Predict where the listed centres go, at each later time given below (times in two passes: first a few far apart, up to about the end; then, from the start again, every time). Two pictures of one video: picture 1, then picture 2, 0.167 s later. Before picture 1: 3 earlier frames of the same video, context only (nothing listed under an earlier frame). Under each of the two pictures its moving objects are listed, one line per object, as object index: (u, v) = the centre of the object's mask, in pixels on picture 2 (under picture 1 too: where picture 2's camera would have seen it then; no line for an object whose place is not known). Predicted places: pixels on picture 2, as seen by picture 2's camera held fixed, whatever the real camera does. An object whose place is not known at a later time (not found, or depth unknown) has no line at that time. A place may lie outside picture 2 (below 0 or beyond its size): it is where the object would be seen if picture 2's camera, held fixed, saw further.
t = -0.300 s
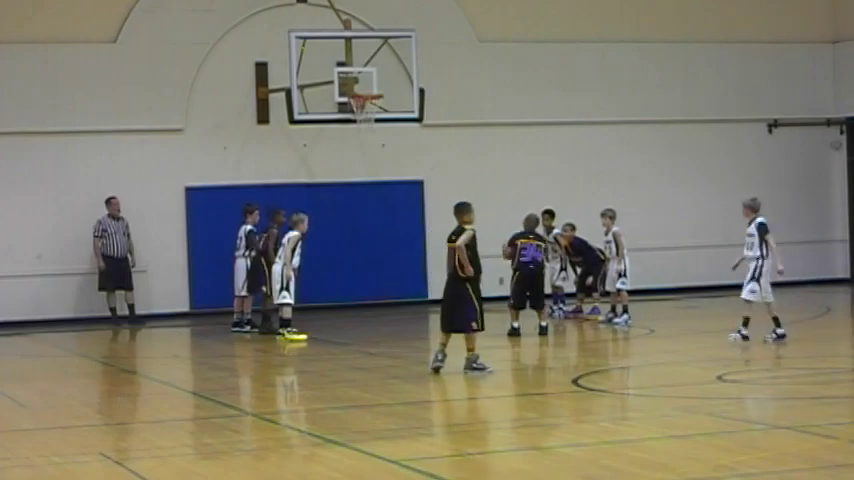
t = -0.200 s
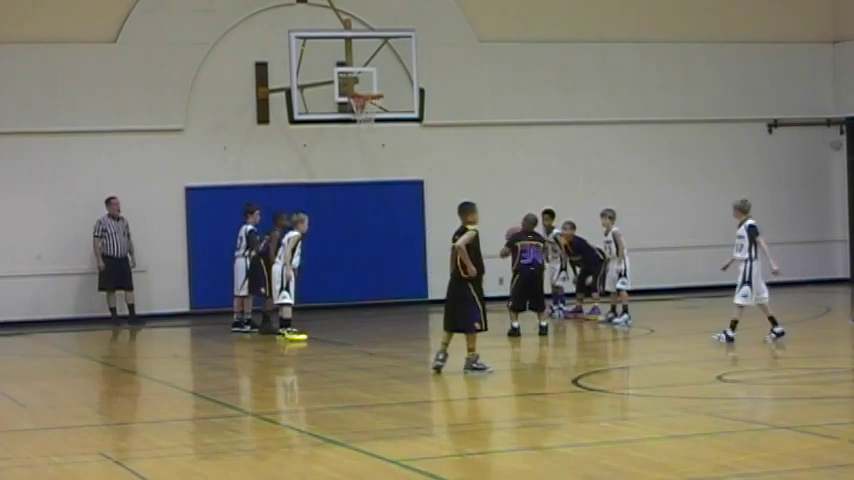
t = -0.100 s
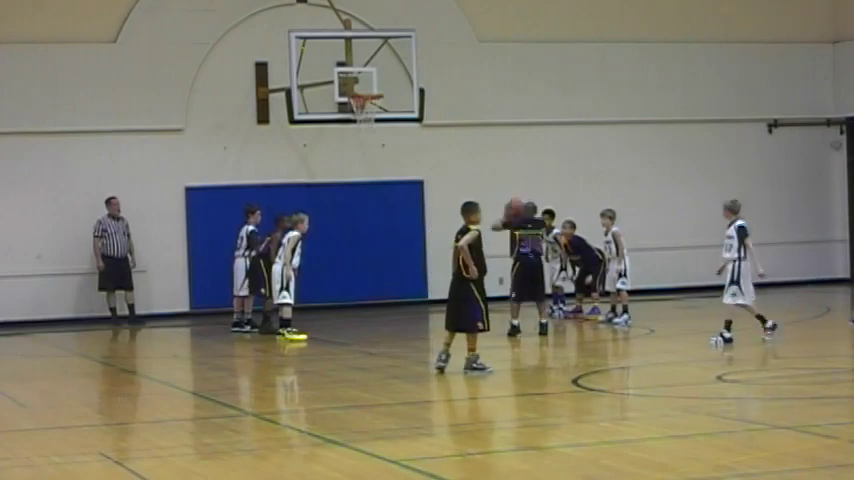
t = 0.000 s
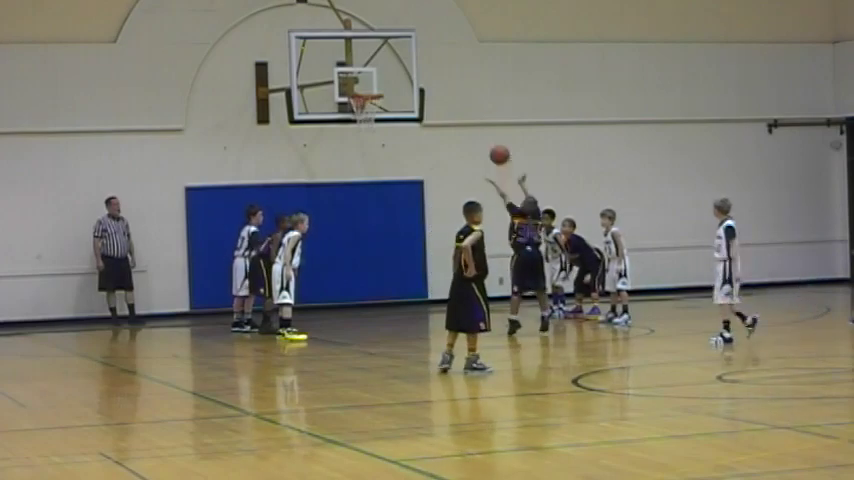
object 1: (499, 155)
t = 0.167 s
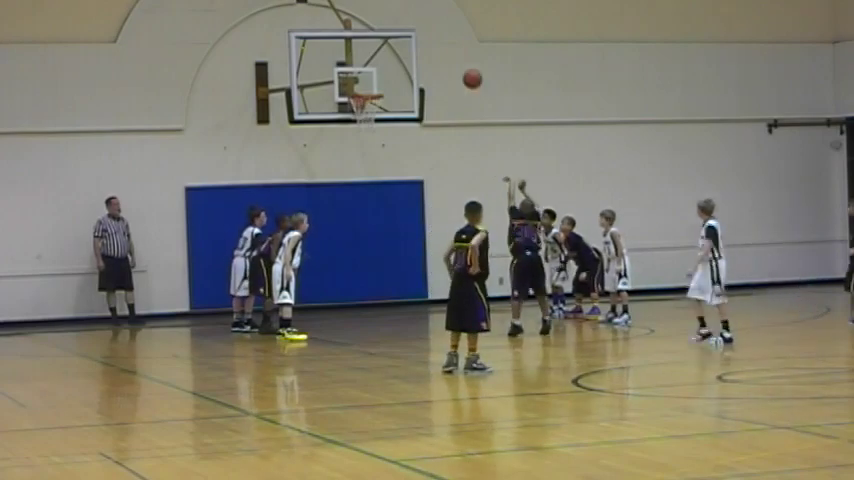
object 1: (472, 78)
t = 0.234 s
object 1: (462, 56)
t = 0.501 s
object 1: (423, 7)
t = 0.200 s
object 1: (467, 67)
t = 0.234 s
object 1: (462, 56)
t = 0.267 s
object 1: (456, 46)
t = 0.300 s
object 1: (452, 38)
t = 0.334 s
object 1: (446, 30)
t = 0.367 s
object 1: (442, 24)
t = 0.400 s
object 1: (437, 18)
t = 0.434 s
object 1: (432, 13)
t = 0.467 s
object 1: (427, 9)
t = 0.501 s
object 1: (423, 7)
